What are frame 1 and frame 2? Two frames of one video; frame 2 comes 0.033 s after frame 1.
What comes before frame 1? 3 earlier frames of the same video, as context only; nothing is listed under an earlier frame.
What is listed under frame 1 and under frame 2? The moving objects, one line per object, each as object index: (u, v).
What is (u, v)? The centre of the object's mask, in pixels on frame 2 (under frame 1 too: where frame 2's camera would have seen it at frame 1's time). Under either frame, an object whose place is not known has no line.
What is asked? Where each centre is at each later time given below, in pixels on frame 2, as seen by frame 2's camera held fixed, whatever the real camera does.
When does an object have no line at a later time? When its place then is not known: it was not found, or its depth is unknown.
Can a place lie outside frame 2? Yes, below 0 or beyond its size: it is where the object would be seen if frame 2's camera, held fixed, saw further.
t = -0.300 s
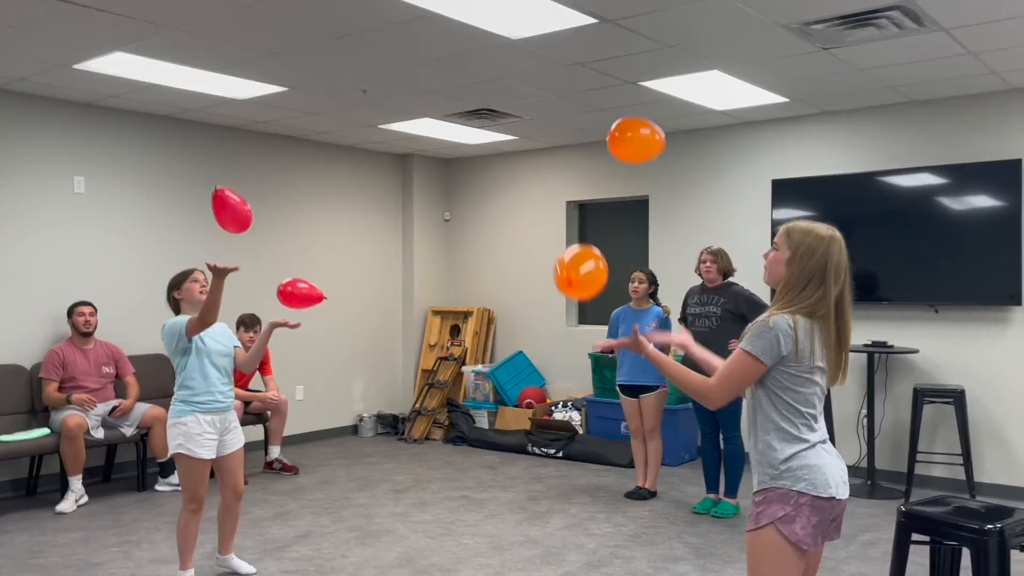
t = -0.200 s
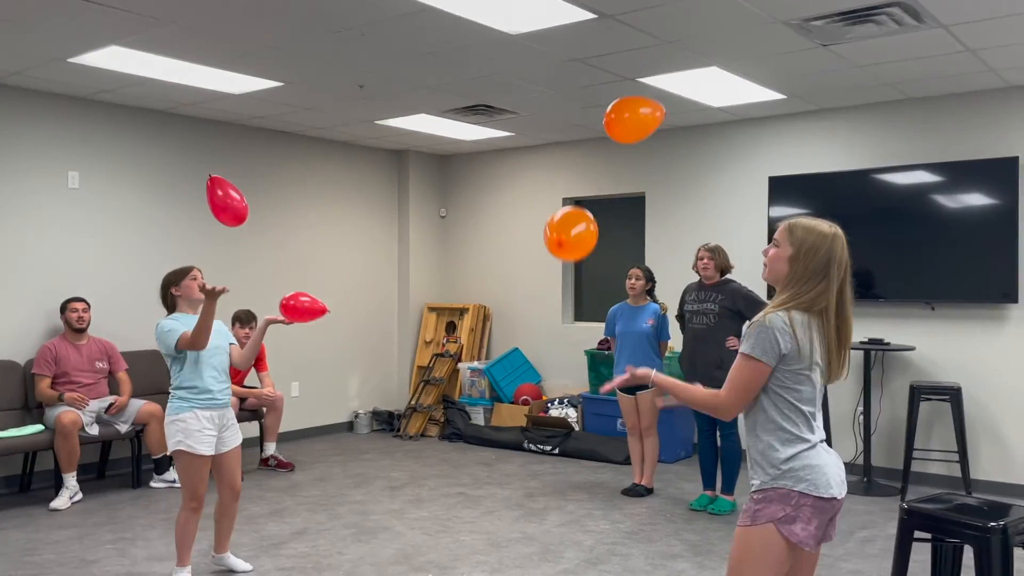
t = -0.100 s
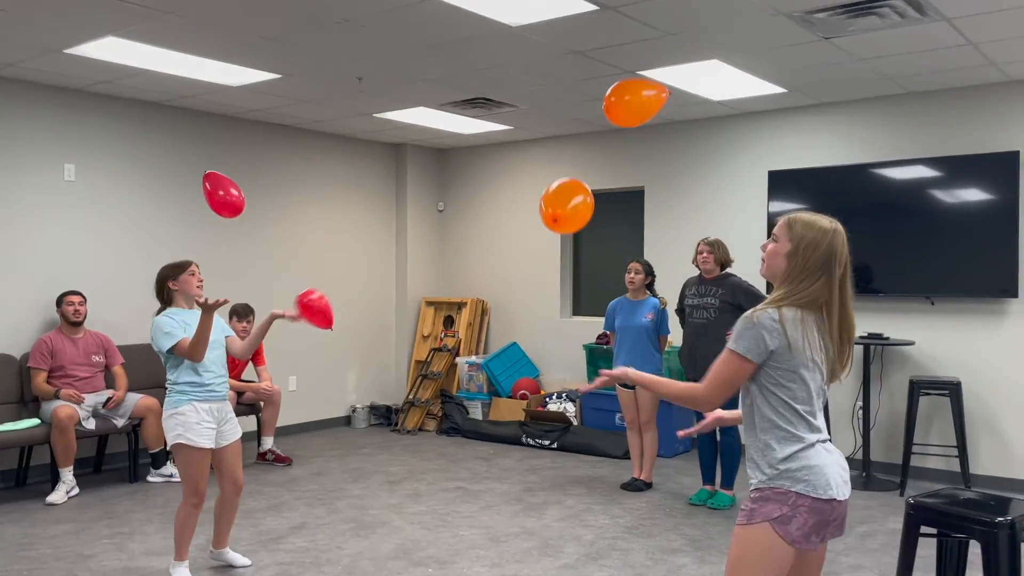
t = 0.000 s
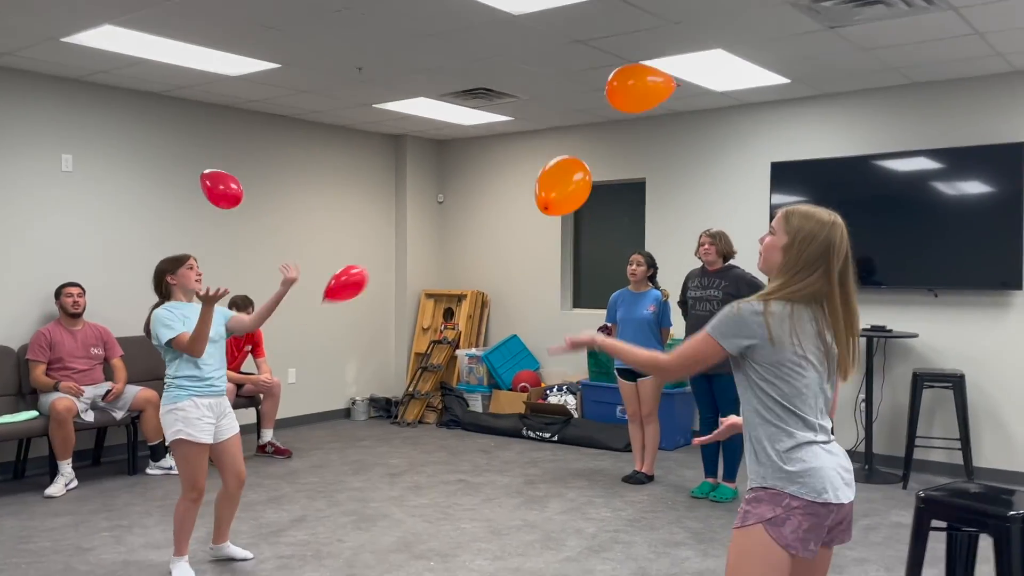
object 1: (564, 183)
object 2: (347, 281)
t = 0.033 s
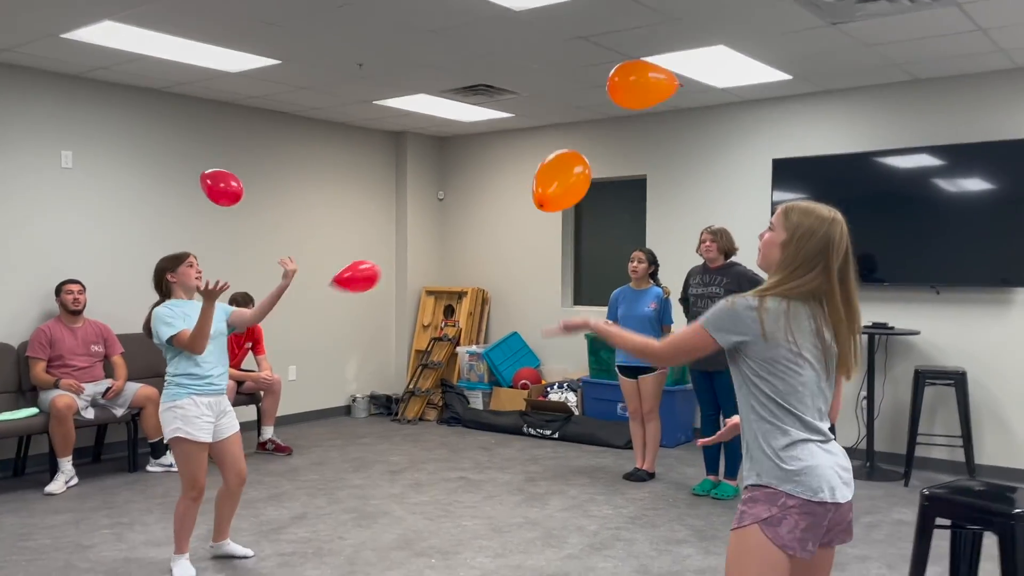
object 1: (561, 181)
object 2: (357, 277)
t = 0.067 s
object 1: (557, 180)
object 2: (367, 274)
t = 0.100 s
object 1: (553, 180)
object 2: (375, 272)
